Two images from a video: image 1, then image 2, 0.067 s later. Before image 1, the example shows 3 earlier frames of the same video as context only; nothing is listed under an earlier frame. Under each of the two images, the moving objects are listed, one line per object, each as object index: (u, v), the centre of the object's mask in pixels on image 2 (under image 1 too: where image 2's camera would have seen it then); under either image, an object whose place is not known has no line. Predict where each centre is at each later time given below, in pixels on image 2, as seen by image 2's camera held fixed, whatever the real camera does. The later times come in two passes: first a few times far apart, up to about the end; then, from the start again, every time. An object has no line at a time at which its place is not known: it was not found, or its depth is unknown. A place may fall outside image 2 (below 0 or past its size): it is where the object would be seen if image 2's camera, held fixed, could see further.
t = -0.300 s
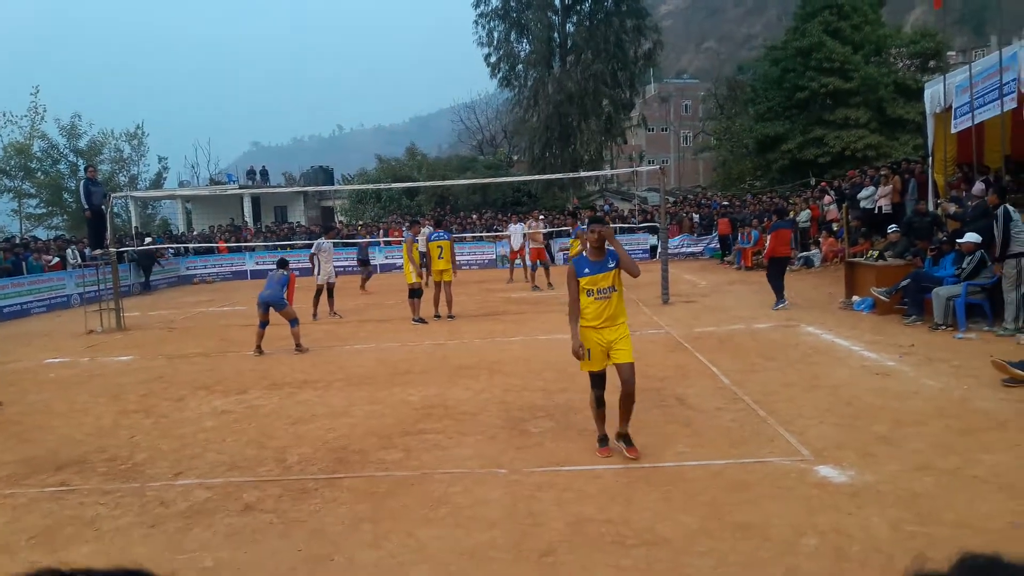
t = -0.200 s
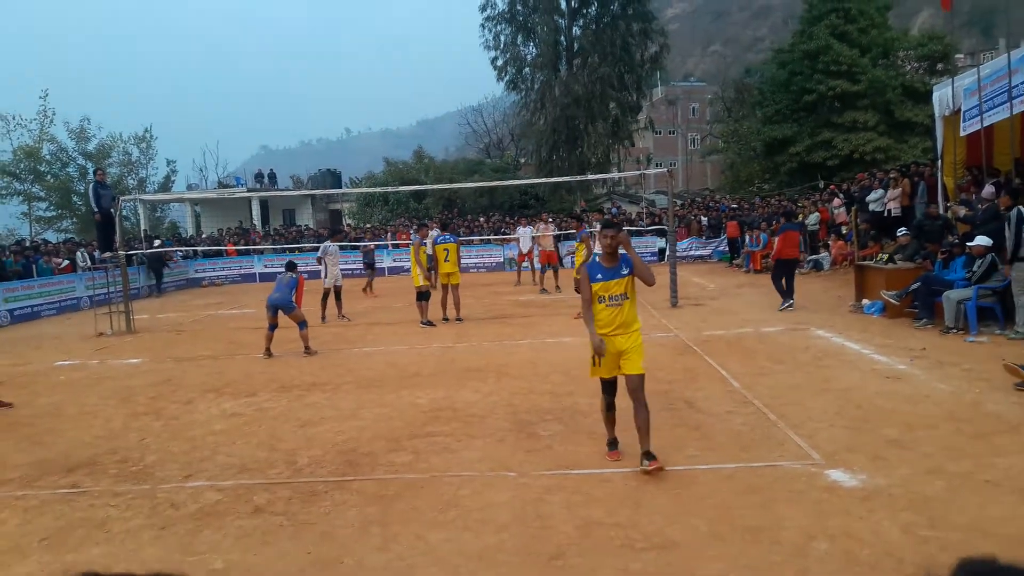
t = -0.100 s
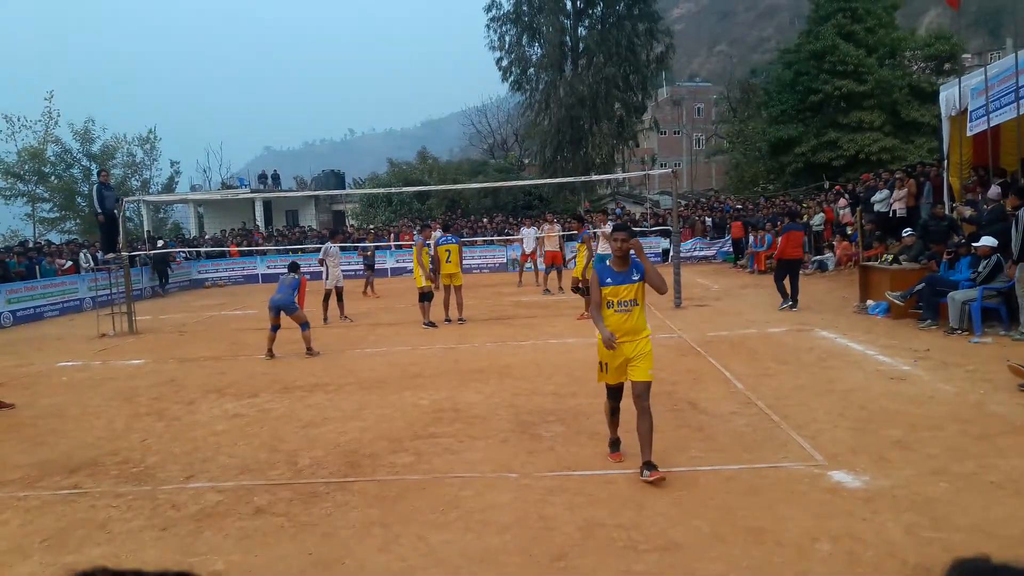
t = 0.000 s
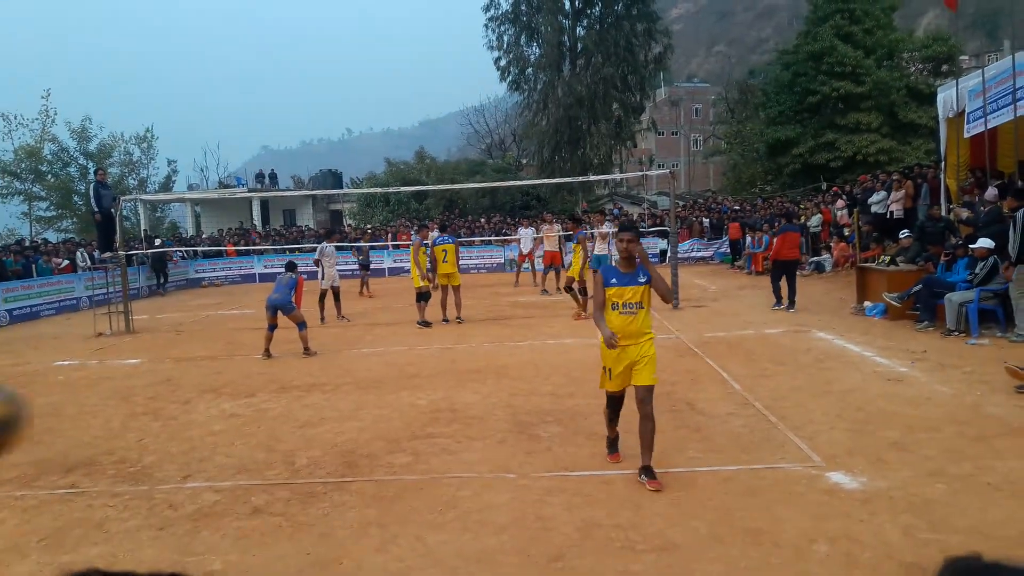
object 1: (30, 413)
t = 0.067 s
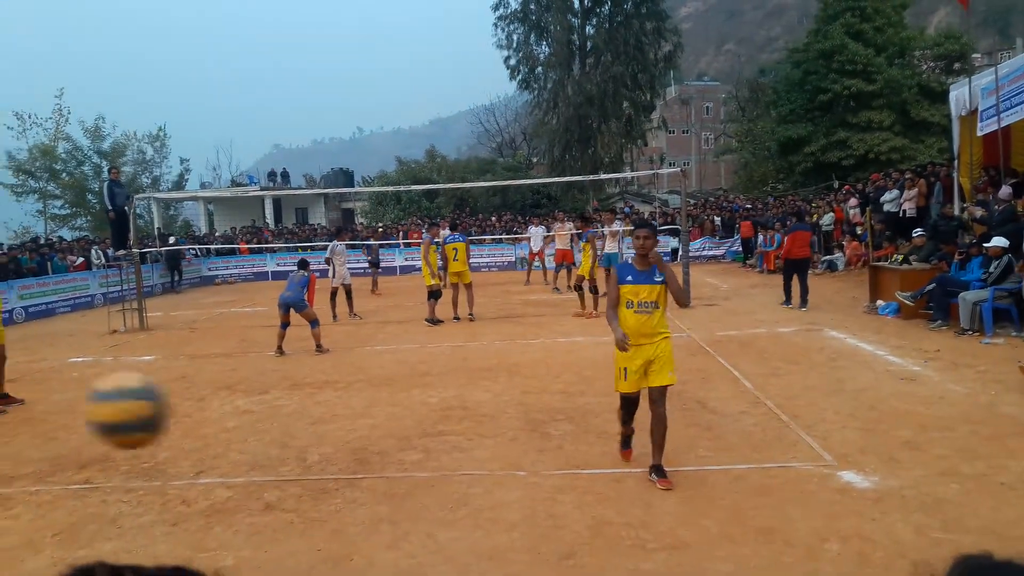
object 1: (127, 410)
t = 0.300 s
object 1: (421, 494)
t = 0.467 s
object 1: (526, 555)
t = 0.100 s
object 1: (183, 416)
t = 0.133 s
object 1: (234, 424)
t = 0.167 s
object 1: (281, 434)
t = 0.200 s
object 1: (322, 447)
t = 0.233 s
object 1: (358, 461)
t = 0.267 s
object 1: (391, 477)
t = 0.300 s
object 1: (421, 494)
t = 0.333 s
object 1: (447, 512)
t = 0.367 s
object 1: (472, 533)
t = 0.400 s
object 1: (496, 551)
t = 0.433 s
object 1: (516, 563)
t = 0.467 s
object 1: (526, 555)
